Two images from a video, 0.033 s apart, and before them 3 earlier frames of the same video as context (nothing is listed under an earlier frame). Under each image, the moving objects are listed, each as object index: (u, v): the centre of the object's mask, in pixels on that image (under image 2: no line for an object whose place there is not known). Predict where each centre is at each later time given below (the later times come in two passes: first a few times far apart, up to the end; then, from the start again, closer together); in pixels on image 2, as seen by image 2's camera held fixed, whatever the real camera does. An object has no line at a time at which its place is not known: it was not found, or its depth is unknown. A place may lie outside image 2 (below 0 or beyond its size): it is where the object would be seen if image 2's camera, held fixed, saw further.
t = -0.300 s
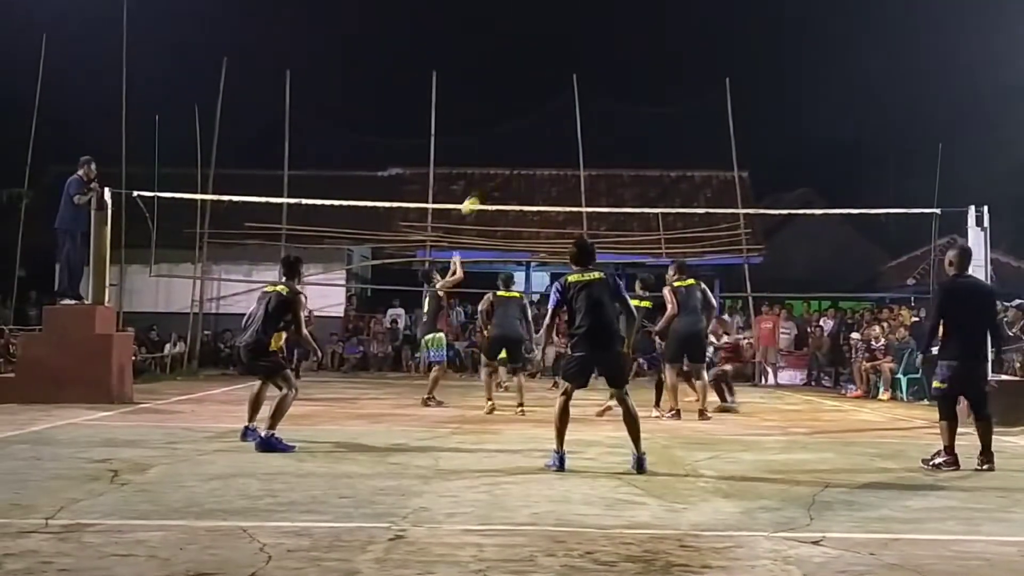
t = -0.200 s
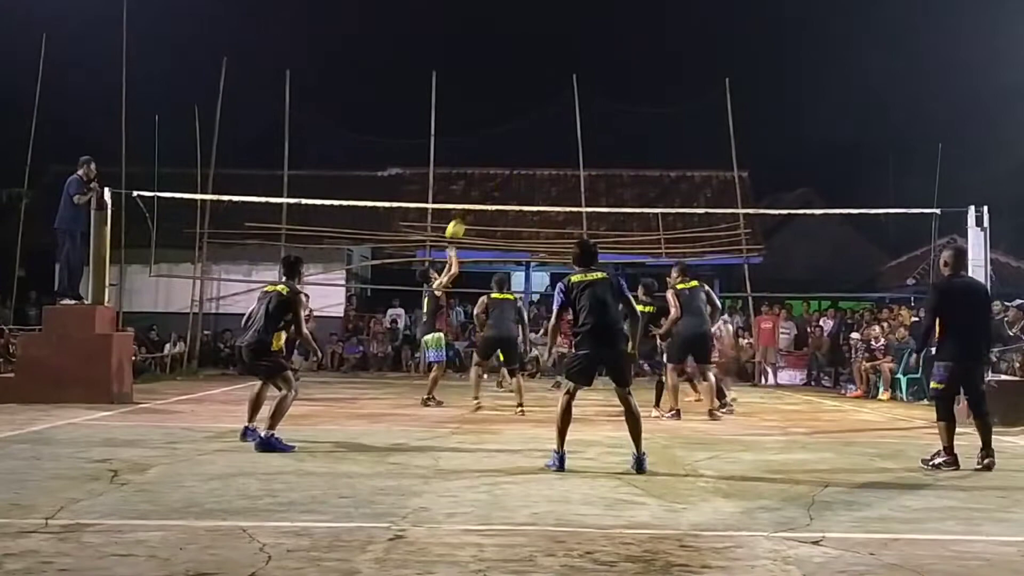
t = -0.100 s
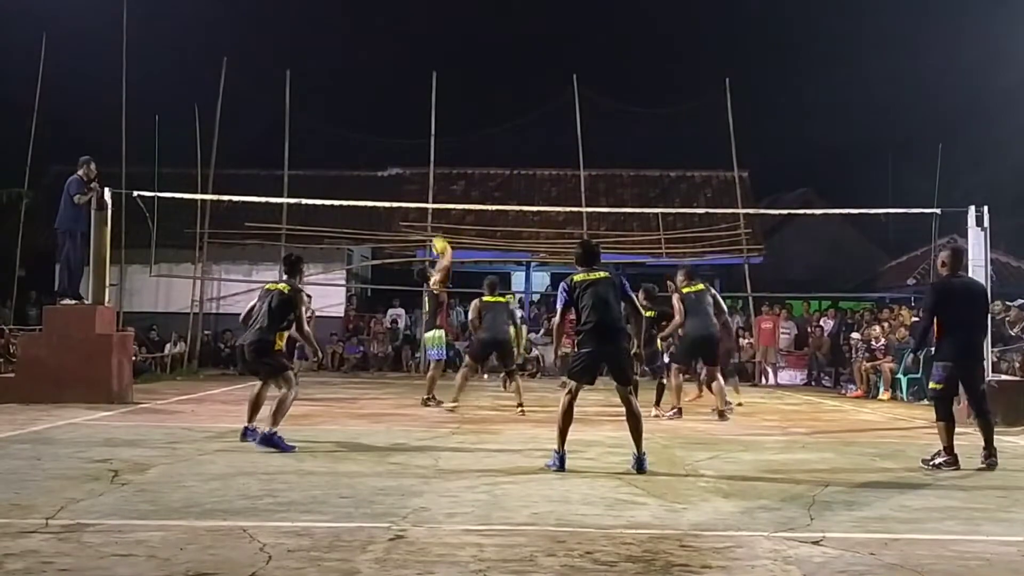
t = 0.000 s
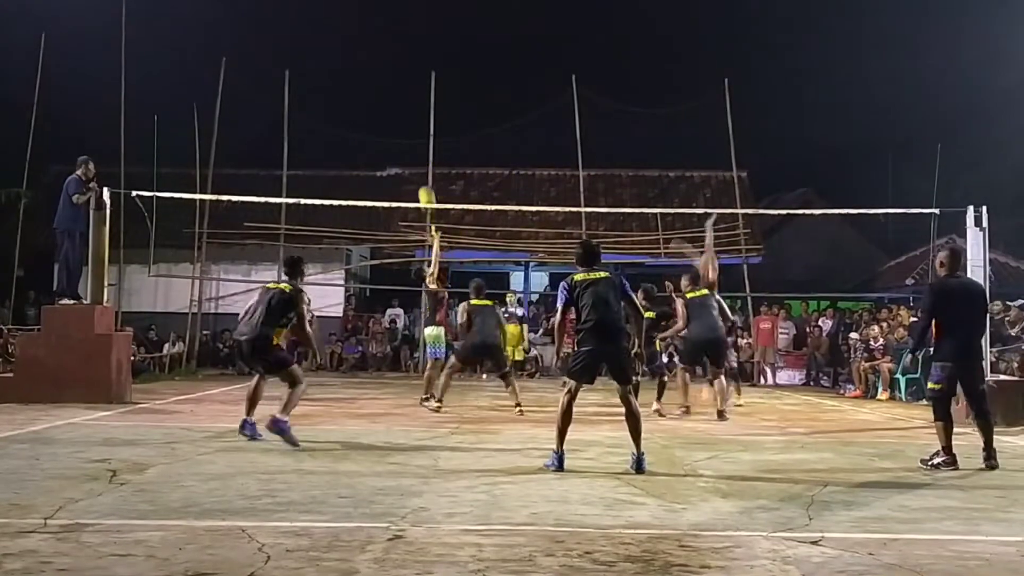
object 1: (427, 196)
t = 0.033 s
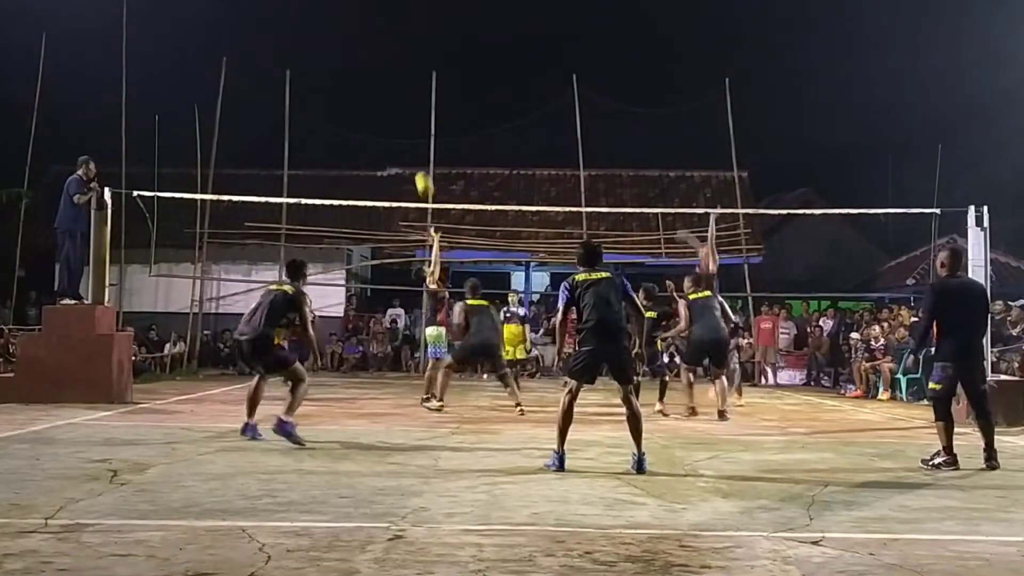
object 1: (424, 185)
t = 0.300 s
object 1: (390, 96)
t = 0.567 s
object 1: (356, 64)
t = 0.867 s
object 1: (317, 92)
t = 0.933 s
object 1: (308, 108)
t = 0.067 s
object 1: (420, 170)
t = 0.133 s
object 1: (412, 144)
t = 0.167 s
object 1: (407, 132)
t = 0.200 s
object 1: (403, 122)
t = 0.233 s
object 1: (399, 112)
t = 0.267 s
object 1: (395, 103)
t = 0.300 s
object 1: (390, 96)
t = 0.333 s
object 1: (386, 89)
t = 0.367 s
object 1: (382, 83)
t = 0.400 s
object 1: (377, 77)
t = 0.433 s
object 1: (373, 73)
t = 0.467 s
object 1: (369, 69)
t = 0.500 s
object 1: (364, 67)
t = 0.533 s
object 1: (360, 65)
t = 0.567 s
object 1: (356, 64)
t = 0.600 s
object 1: (352, 63)
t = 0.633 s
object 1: (347, 64)
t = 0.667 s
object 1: (343, 66)
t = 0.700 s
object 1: (338, 68)
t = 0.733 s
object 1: (334, 71)
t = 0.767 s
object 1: (330, 75)
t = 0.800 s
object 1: (325, 79)
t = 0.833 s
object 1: (321, 86)
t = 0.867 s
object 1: (317, 92)
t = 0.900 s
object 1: (313, 99)
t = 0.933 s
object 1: (308, 108)
